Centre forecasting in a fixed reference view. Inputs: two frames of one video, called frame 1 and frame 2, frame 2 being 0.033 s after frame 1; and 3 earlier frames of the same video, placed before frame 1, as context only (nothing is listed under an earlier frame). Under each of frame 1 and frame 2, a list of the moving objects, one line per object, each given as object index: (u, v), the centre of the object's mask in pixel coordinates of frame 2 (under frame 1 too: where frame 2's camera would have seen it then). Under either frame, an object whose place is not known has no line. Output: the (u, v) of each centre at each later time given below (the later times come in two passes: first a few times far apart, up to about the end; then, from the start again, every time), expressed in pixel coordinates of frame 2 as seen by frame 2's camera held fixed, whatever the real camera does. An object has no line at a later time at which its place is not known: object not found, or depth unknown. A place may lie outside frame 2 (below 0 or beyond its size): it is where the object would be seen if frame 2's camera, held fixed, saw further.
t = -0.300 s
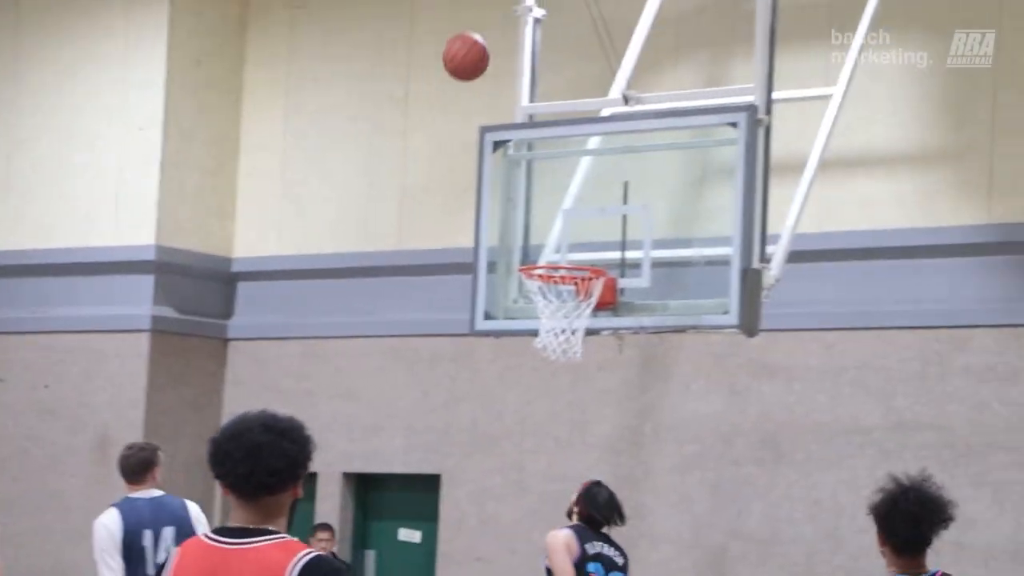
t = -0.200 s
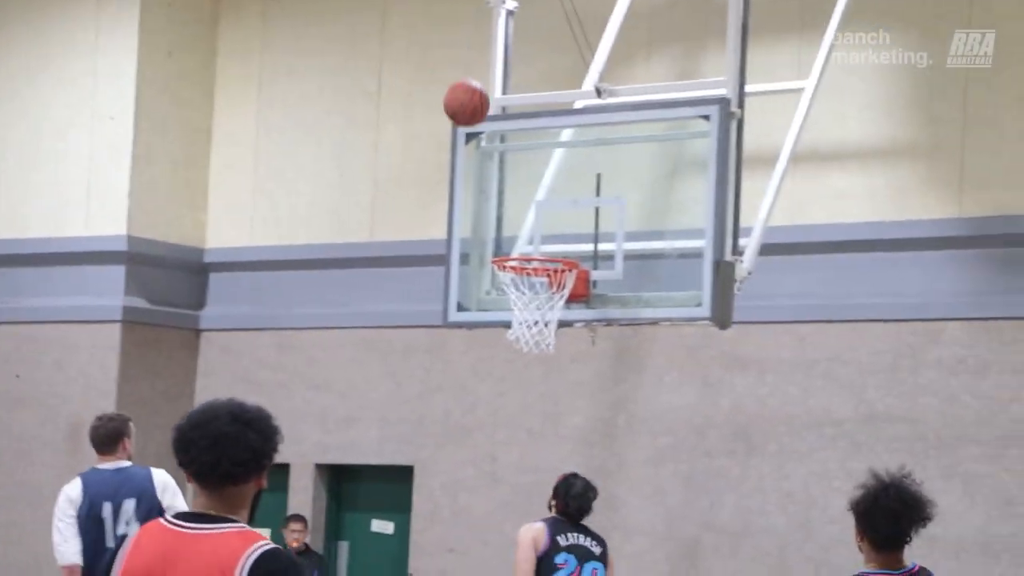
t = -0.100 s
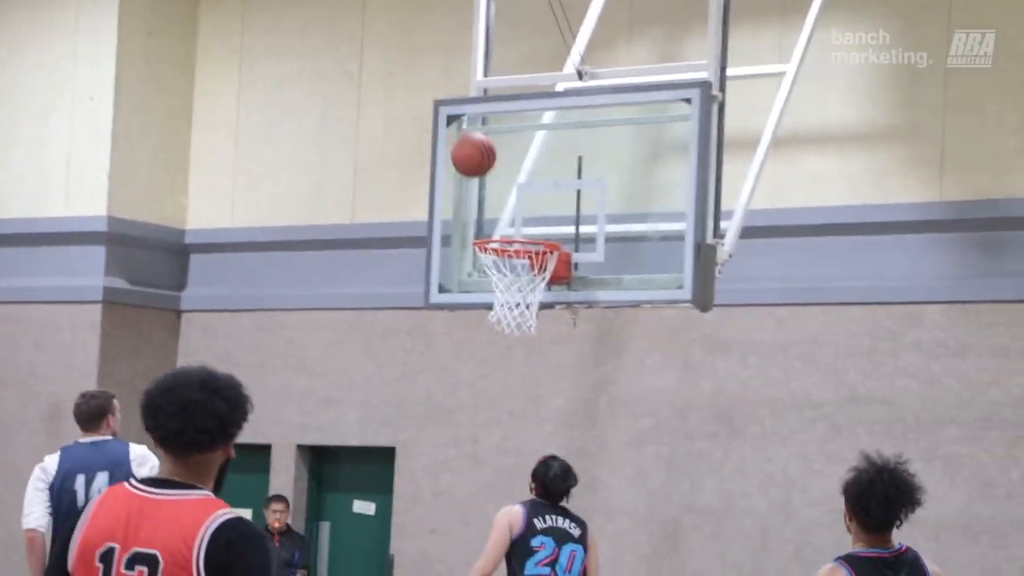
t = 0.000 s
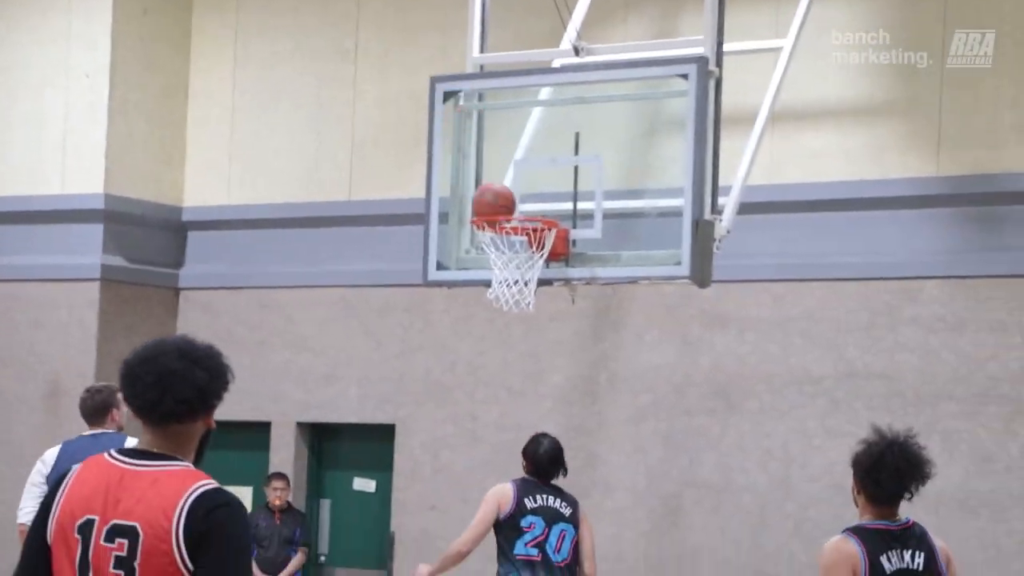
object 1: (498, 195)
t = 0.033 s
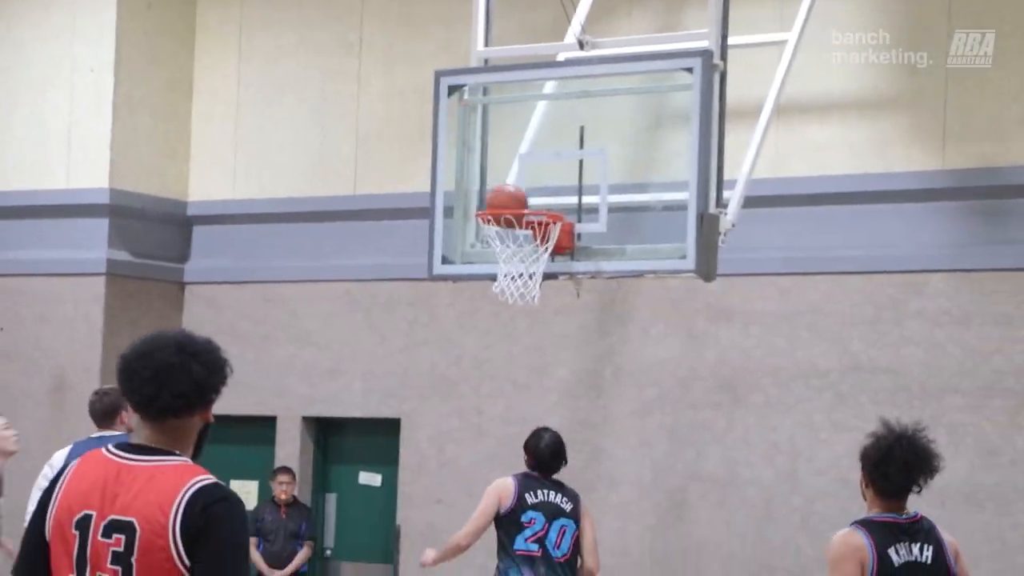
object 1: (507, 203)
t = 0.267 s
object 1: (515, 246)
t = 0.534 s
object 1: (467, 308)
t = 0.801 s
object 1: (422, 485)
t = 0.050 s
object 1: (511, 207)
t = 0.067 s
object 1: (514, 215)
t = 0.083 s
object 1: (519, 220)
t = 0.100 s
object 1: (522, 221)
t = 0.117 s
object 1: (528, 223)
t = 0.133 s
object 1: (531, 223)
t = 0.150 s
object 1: (535, 225)
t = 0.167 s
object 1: (539, 228)
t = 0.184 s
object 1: (539, 231)
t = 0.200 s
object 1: (535, 234)
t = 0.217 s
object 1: (531, 235)
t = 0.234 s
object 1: (525, 239)
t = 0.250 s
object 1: (519, 242)
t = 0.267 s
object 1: (515, 246)
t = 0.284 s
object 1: (510, 249)
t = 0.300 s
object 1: (506, 252)
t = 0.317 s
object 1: (501, 255)
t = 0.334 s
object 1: (498, 258)
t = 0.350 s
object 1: (494, 260)
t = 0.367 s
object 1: (491, 261)
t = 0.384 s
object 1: (487, 264)
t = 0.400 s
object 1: (485, 271)
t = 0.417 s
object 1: (484, 276)
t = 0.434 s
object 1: (481, 277)
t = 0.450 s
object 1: (478, 280)
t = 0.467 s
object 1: (476, 284)
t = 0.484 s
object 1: (474, 289)
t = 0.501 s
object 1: (471, 295)
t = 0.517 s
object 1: (469, 301)
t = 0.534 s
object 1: (467, 308)
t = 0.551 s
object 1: (464, 315)
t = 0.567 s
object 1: (462, 323)
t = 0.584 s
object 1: (460, 331)
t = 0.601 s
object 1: (457, 340)
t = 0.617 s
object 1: (454, 349)
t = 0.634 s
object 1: (453, 359)
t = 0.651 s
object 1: (451, 368)
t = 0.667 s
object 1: (449, 379)
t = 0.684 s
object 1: (447, 390)
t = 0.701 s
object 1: (444, 402)
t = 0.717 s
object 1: (440, 415)
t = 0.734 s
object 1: (437, 428)
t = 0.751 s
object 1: (433, 442)
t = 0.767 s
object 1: (430, 455)
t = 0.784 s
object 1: (426, 470)
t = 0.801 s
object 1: (422, 485)
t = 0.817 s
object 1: (420, 501)
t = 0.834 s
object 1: (417, 517)
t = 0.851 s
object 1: (414, 534)
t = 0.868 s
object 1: (410, 551)
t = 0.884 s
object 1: (407, 568)
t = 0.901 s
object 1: (403, 587)
